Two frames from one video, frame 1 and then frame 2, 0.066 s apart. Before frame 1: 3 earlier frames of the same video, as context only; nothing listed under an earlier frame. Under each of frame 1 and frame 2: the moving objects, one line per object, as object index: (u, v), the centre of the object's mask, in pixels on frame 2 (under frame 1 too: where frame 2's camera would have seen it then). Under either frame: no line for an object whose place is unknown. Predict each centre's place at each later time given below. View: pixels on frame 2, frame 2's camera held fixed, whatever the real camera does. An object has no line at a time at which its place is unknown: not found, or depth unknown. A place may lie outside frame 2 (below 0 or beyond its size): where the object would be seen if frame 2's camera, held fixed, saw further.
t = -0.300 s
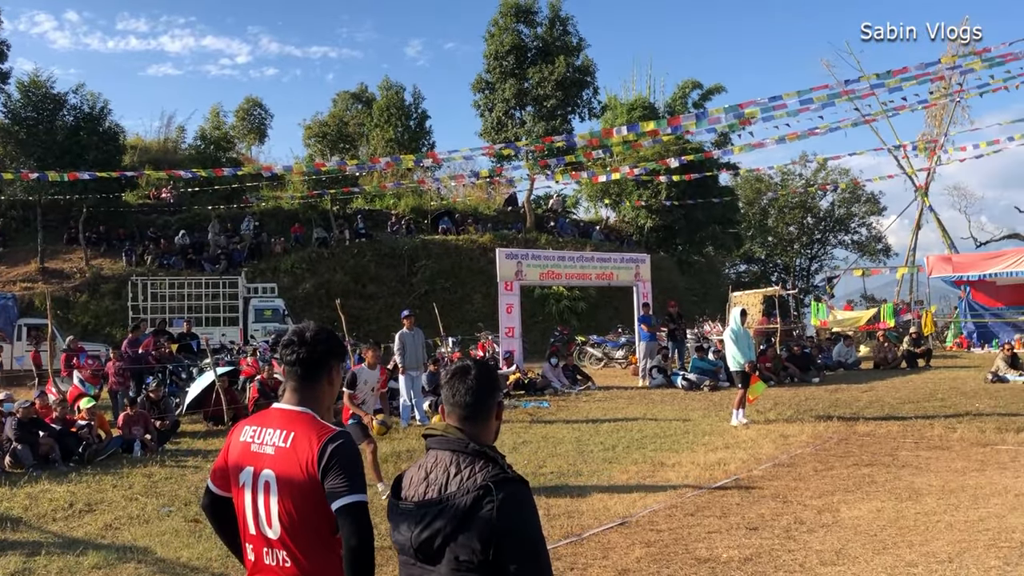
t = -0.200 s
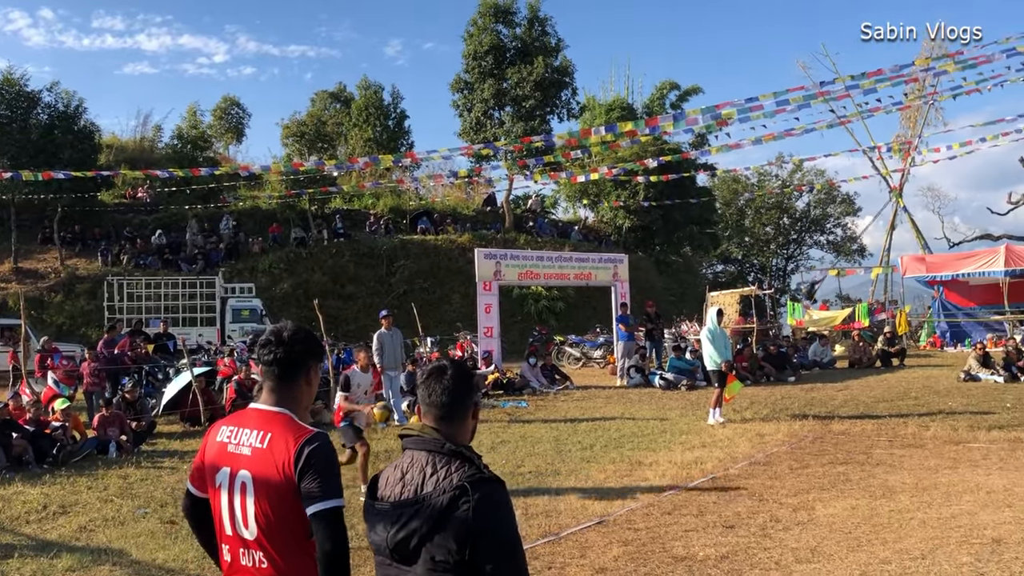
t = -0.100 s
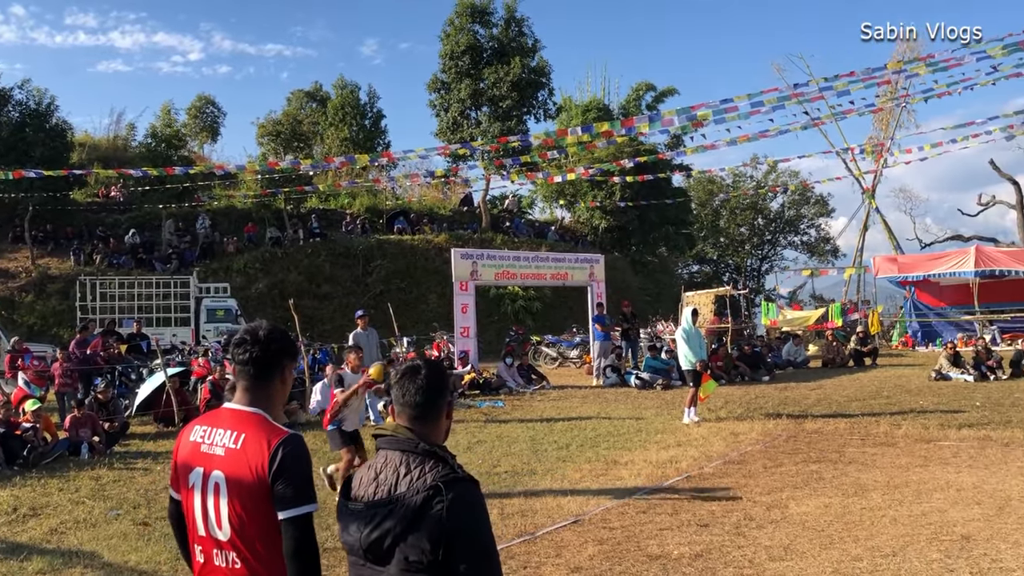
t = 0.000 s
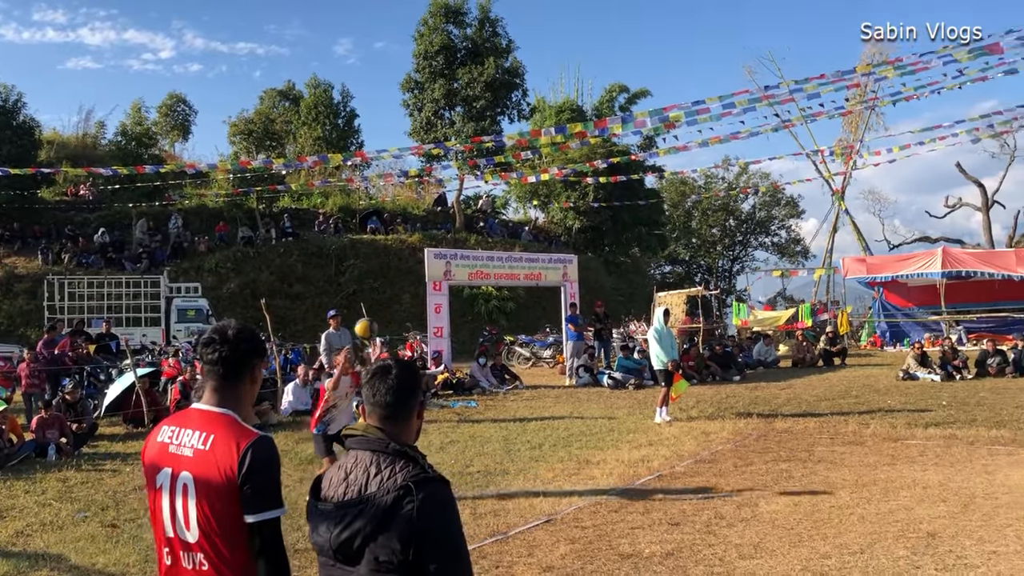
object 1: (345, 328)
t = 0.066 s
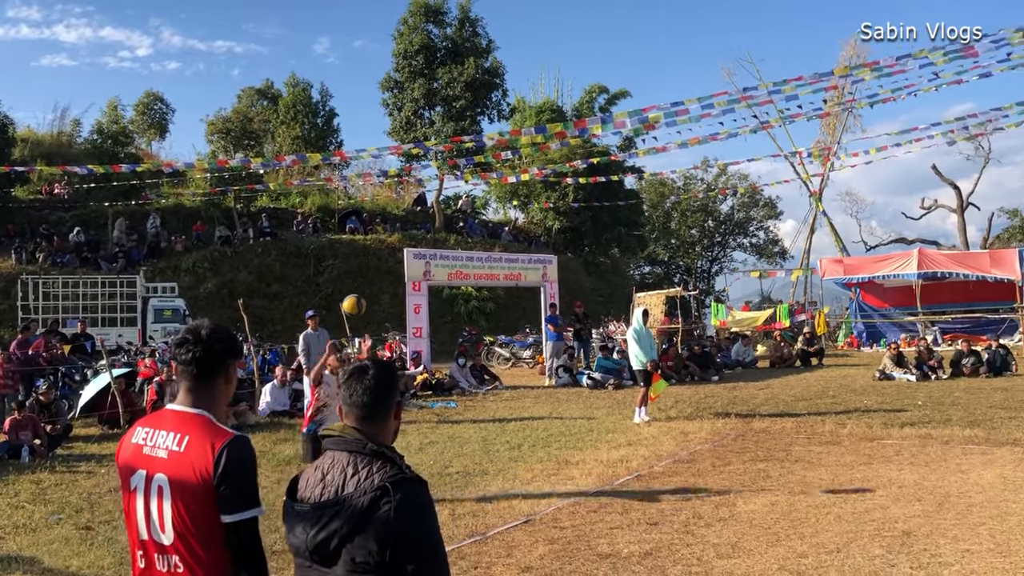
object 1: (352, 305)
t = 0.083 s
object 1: (353, 299)
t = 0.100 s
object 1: (354, 294)
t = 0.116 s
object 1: (356, 290)
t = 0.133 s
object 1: (356, 286)
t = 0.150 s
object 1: (357, 282)
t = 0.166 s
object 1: (358, 278)
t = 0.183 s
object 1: (359, 275)
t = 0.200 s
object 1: (360, 272)
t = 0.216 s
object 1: (361, 269)
